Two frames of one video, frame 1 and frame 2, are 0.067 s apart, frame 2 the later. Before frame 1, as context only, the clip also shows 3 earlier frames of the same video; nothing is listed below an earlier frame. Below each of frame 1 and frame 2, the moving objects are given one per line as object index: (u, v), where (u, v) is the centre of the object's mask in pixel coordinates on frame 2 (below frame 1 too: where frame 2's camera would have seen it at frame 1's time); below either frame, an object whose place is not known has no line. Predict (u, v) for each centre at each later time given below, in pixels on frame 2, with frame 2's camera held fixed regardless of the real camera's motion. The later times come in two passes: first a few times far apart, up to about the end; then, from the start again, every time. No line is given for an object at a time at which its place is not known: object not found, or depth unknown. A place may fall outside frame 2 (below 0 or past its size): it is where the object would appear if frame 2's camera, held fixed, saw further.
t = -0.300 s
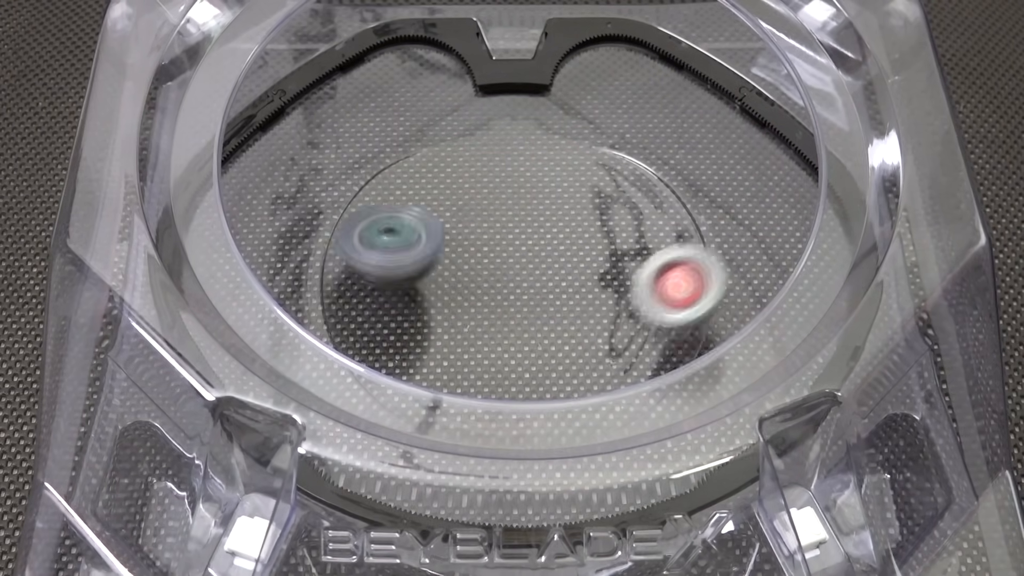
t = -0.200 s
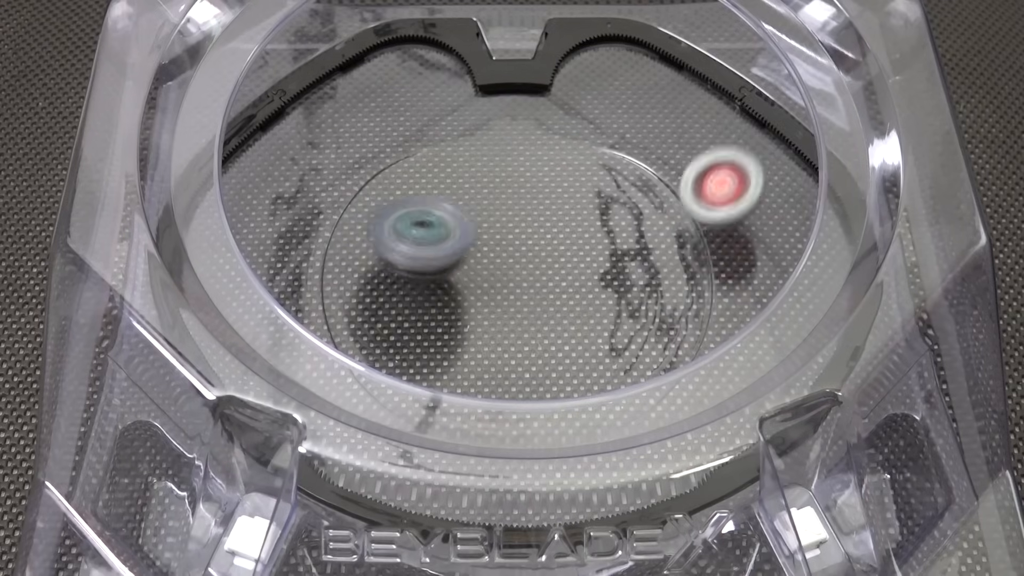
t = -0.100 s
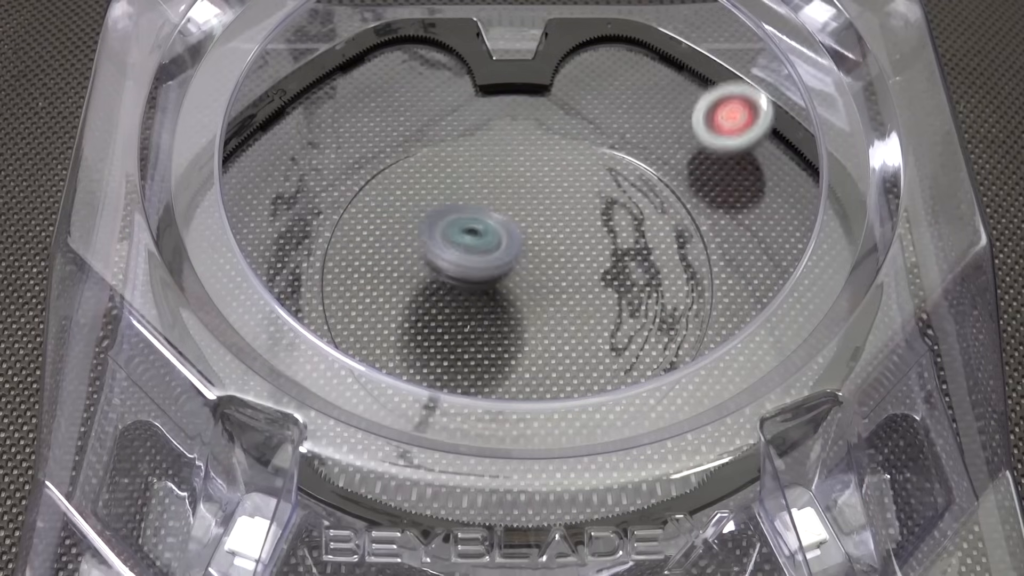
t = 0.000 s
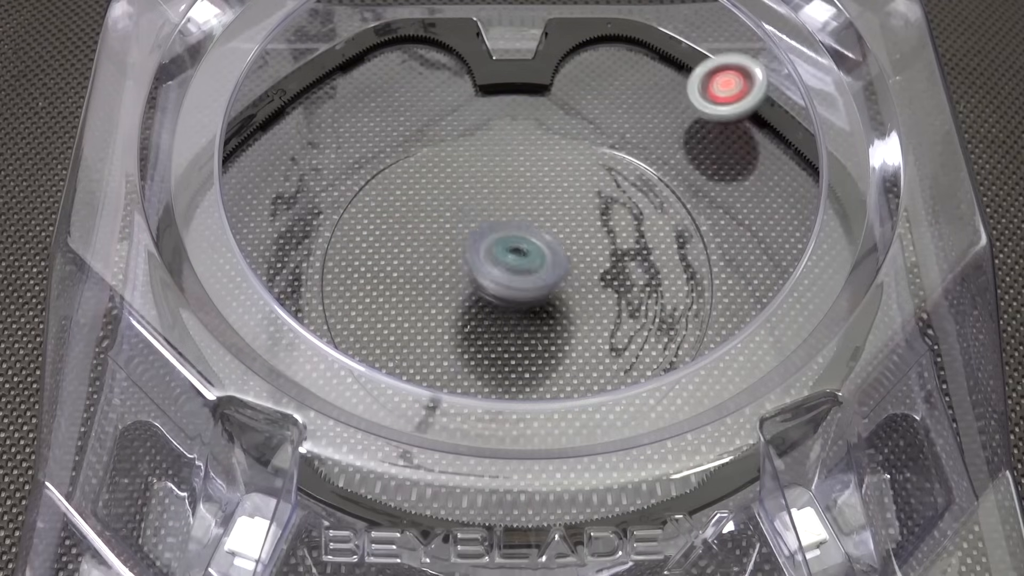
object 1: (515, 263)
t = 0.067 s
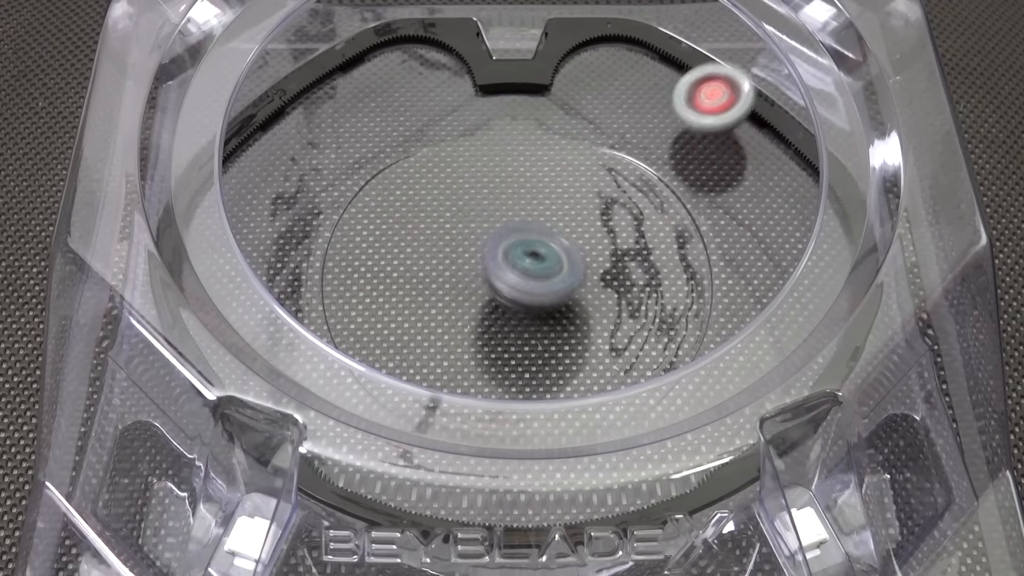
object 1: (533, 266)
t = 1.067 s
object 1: (339, 85)
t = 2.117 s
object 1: (570, 293)
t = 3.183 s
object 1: (656, 197)
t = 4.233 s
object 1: (387, 265)
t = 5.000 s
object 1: (496, 208)
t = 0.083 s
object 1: (533, 266)
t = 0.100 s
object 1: (534, 264)
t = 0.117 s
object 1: (534, 264)
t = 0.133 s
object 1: (534, 266)
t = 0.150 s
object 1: (534, 267)
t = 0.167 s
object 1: (530, 265)
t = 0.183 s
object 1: (527, 264)
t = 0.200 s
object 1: (523, 265)
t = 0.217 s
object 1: (520, 270)
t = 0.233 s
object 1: (513, 270)
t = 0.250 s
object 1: (478, 264)
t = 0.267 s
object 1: (443, 257)
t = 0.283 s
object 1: (409, 250)
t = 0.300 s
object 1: (373, 247)
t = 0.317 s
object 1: (343, 238)
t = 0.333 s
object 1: (315, 232)
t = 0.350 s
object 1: (288, 230)
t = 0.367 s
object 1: (270, 224)
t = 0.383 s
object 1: (258, 219)
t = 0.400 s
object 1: (243, 211)
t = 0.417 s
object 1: (232, 202)
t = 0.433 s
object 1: (209, 198)
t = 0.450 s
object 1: (223, 200)
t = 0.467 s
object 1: (243, 204)
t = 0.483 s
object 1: (248, 206)
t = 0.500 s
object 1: (251, 204)
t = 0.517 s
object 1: (254, 203)
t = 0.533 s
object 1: (259, 204)
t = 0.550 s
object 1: (263, 204)
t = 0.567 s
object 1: (266, 202)
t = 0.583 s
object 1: (270, 202)
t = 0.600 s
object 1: (273, 199)
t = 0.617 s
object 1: (278, 198)
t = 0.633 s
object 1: (284, 197)
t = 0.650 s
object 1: (288, 196)
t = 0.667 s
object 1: (291, 194)
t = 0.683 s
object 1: (296, 192)
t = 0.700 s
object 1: (298, 189)
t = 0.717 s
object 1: (301, 186)
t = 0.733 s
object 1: (304, 181)
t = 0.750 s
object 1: (306, 178)
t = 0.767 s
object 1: (308, 172)
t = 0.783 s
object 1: (311, 171)
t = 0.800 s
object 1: (312, 164)
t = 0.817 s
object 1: (314, 161)
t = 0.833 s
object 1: (315, 157)
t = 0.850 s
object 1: (316, 150)
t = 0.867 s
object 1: (319, 144)
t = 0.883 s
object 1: (320, 139)
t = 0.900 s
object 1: (322, 134)
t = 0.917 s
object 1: (324, 129)
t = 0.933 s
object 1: (325, 124)
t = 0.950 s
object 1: (327, 119)
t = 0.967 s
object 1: (328, 114)
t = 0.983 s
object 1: (329, 109)
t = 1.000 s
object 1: (332, 105)
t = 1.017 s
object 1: (333, 100)
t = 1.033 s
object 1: (335, 95)
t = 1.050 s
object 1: (337, 91)
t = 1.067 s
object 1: (339, 85)
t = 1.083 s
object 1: (342, 80)
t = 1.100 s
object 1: (345, 75)
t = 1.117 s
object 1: (347, 68)
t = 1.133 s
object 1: (351, 62)
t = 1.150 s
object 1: (353, 55)
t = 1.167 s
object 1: (356, 48)
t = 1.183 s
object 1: (360, 41)
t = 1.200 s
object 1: (364, 36)
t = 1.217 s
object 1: (371, 35)
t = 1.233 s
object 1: (379, 36)
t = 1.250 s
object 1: (386, 35)
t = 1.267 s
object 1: (393, 35)
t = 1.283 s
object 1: (398, 35)
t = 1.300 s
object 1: (403, 34)
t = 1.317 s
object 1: (409, 33)
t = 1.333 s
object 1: (413, 32)
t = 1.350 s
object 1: (416, 30)
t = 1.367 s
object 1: (419, 29)
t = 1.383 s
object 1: (421, 29)
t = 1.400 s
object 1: (423, 31)
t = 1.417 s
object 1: (422, 32)
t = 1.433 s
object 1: (423, 34)
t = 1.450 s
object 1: (422, 34)
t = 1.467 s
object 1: (422, 35)
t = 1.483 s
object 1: (422, 37)
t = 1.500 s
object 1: (422, 37)
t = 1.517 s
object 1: (423, 38)
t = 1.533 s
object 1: (424, 38)
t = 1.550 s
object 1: (424, 39)
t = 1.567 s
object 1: (424, 39)
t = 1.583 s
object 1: (425, 39)
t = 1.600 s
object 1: (427, 39)
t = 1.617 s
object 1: (428, 39)
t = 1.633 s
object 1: (429, 39)
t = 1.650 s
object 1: (429, 39)
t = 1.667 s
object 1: (430, 40)
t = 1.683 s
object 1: (430, 40)
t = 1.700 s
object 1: (431, 41)
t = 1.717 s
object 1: (432, 43)
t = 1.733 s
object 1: (432, 44)
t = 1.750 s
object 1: (434, 47)
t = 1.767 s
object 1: (437, 52)
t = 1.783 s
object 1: (438, 54)
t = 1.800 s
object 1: (440, 59)
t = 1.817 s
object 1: (442, 66)
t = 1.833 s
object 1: (443, 73)
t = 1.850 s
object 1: (446, 80)
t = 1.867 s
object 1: (447, 89)
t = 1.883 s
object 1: (450, 99)
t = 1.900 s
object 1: (455, 112)
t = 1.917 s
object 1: (456, 123)
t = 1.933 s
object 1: (460, 138)
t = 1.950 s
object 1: (464, 154)
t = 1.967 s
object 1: (466, 170)
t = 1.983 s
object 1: (472, 186)
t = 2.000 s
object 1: (479, 201)
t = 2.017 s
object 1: (486, 216)
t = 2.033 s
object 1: (493, 230)
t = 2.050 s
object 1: (502, 243)
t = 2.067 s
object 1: (510, 256)
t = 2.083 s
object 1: (520, 267)
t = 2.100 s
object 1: (545, 280)
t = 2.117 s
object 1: (570, 293)
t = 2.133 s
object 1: (592, 299)
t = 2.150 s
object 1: (613, 305)
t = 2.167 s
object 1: (636, 312)
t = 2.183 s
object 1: (655, 315)
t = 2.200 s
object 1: (673, 315)
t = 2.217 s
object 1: (693, 312)
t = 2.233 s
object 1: (706, 312)
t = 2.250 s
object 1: (717, 306)
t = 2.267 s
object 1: (732, 306)
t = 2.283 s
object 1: (743, 305)
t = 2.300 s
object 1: (755, 309)
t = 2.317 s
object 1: (765, 304)
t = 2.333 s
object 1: (775, 301)
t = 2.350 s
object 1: (787, 304)
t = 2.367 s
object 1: (796, 303)
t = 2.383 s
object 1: (806, 301)
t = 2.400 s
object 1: (817, 299)
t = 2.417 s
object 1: (831, 298)
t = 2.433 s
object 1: (838, 296)
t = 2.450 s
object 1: (836, 293)
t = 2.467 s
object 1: (825, 282)
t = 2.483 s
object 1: (812, 272)
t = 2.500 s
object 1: (802, 267)
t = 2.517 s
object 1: (798, 260)
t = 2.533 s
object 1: (792, 254)
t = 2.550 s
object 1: (783, 248)
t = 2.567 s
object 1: (775, 243)
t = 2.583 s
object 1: (766, 238)
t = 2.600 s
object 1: (763, 234)
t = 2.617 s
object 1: (759, 232)
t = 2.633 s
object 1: (757, 229)
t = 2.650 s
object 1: (753, 227)
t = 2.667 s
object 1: (749, 226)
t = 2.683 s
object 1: (746, 226)
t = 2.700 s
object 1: (742, 228)
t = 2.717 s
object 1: (739, 228)
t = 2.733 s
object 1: (736, 231)
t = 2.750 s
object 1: (733, 233)
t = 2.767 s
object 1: (731, 238)
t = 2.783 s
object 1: (730, 244)
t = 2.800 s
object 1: (727, 249)
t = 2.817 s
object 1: (723, 255)
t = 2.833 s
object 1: (719, 262)
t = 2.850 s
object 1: (715, 269)
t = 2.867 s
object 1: (711, 275)
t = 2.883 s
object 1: (705, 284)
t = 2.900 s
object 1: (698, 291)
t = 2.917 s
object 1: (690, 296)
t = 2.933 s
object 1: (679, 301)
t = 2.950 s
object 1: (672, 302)
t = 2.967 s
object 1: (677, 294)
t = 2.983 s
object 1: (684, 287)
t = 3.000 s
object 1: (690, 276)
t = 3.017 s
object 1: (693, 265)
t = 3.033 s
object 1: (696, 257)
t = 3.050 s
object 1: (698, 250)
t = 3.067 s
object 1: (698, 241)
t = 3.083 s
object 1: (697, 232)
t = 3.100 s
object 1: (693, 226)
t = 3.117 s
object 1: (688, 220)
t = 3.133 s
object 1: (683, 214)
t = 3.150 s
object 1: (675, 206)
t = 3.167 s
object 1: (666, 200)
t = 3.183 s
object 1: (656, 197)
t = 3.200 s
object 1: (645, 192)
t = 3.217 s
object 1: (633, 187)
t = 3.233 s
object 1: (619, 184)
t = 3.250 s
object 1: (603, 182)
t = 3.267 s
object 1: (588, 184)
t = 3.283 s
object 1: (573, 185)
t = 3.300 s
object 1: (556, 188)
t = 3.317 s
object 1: (540, 191)
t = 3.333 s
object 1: (522, 197)
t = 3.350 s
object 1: (511, 205)
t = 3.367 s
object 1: (495, 216)
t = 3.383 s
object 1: (484, 225)
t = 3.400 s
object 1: (471, 235)
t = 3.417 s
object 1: (463, 249)
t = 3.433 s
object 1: (458, 262)
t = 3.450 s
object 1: (449, 277)
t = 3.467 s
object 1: (446, 288)
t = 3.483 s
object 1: (445, 302)
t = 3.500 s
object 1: (446, 319)
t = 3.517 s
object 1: (448, 329)
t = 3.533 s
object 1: (451, 343)
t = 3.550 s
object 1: (460, 351)
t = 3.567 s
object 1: (470, 360)
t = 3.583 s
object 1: (480, 366)
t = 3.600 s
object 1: (492, 372)
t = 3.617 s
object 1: (505, 375)
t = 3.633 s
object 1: (520, 379)
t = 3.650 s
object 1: (531, 380)
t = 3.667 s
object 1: (542, 382)
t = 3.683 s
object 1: (553, 382)
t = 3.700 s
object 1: (567, 380)
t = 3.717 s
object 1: (577, 376)
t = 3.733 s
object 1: (585, 373)
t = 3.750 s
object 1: (598, 370)
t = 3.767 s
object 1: (607, 364)
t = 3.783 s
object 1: (614, 358)
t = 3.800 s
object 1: (622, 352)
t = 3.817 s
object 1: (631, 345)
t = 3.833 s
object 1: (634, 335)
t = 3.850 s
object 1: (634, 325)
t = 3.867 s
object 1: (635, 313)
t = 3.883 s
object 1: (632, 299)
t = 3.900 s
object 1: (626, 289)
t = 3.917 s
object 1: (618, 278)
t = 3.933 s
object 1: (610, 267)
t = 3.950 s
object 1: (599, 256)
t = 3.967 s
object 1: (587, 248)
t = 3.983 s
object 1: (577, 240)
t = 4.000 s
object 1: (563, 233)
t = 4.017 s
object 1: (548, 226)
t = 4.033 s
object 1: (532, 224)
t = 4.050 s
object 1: (516, 220)
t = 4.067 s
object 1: (499, 215)
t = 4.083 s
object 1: (484, 214)
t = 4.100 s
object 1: (471, 217)
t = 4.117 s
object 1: (458, 219)
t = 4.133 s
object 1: (445, 221)
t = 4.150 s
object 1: (431, 226)
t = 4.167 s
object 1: (421, 233)
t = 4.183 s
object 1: (410, 239)
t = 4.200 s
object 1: (401, 245)
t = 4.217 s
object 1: (393, 255)
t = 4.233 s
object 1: (387, 265)
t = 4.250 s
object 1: (385, 271)
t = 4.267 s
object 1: (384, 281)
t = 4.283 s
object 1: (387, 292)
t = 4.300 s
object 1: (392, 301)
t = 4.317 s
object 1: (397, 309)
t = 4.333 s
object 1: (405, 318)
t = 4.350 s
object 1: (414, 323)
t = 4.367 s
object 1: (423, 325)
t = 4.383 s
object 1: (433, 330)
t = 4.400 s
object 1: (447, 330)
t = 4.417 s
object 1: (456, 329)
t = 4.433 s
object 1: (466, 329)
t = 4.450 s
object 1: (476, 327)
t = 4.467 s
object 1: (486, 321)
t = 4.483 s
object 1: (491, 318)
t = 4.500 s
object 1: (498, 314)
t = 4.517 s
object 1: (504, 306)
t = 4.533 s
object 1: (507, 302)
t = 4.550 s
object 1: (511, 295)
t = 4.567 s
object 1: (514, 286)
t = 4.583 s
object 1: (515, 280)
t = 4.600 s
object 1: (516, 275)
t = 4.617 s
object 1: (517, 266)
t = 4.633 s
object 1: (516, 260)
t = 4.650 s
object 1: (516, 257)
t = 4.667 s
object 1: (518, 250)
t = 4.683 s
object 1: (517, 244)
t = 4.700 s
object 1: (517, 242)
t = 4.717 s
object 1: (518, 240)
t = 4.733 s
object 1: (518, 235)
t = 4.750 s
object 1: (517, 236)
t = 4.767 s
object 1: (517, 236)
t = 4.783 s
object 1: (515, 236)
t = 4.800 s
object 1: (511, 237)
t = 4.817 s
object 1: (508, 237)
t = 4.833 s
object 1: (502, 235)
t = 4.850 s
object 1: (496, 235)
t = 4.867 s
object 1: (493, 231)
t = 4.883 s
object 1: (490, 227)
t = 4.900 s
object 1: (487, 224)
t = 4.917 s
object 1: (488, 221)
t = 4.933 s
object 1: (488, 215)
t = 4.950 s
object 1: (488, 214)
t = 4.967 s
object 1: (491, 210)
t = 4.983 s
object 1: (493, 208)
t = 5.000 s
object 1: (496, 208)
